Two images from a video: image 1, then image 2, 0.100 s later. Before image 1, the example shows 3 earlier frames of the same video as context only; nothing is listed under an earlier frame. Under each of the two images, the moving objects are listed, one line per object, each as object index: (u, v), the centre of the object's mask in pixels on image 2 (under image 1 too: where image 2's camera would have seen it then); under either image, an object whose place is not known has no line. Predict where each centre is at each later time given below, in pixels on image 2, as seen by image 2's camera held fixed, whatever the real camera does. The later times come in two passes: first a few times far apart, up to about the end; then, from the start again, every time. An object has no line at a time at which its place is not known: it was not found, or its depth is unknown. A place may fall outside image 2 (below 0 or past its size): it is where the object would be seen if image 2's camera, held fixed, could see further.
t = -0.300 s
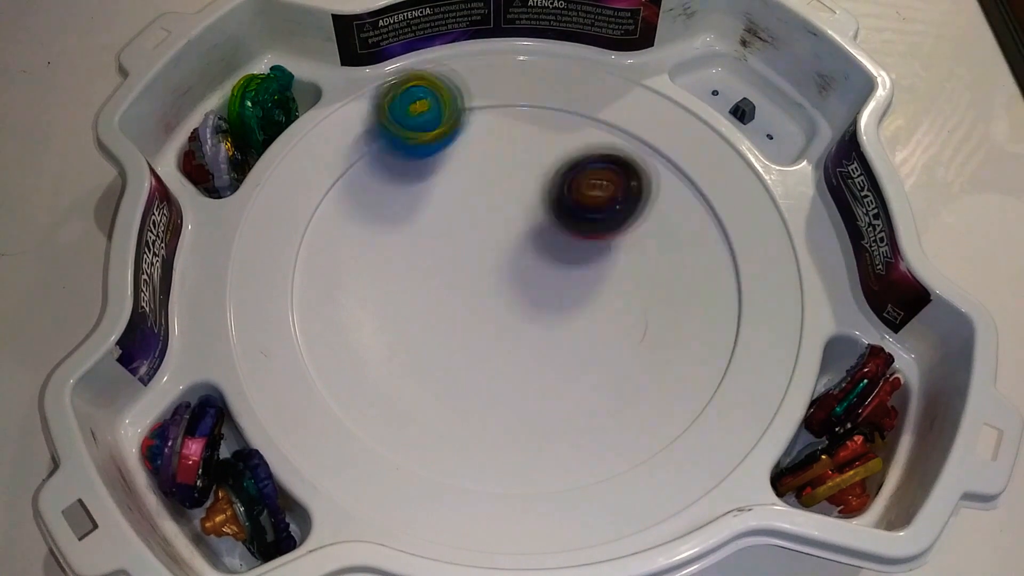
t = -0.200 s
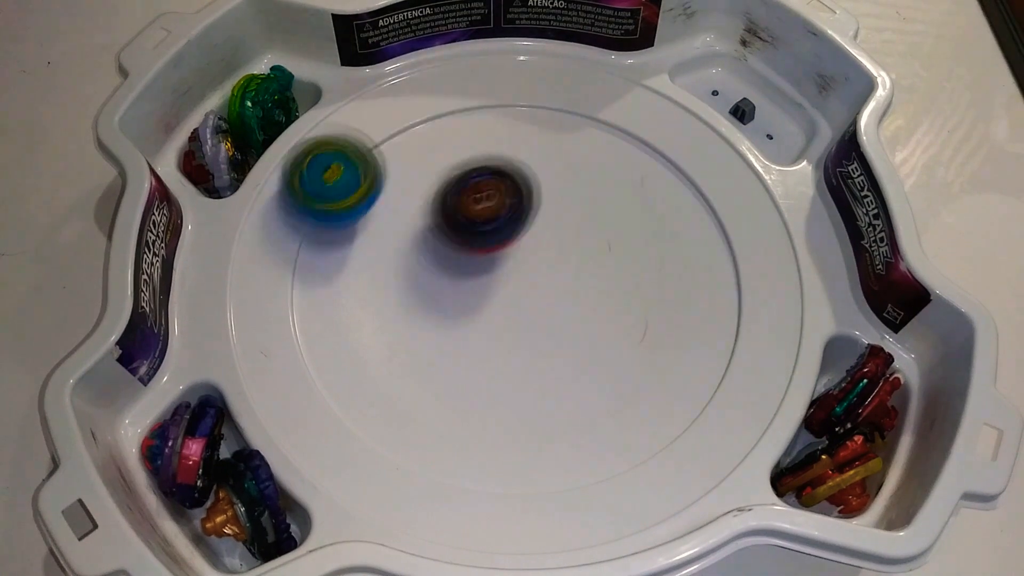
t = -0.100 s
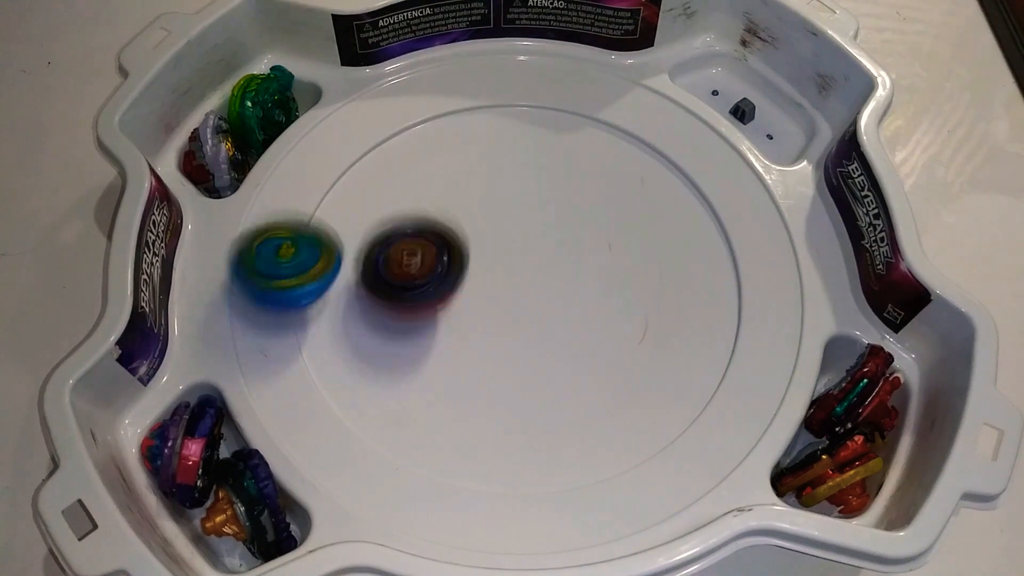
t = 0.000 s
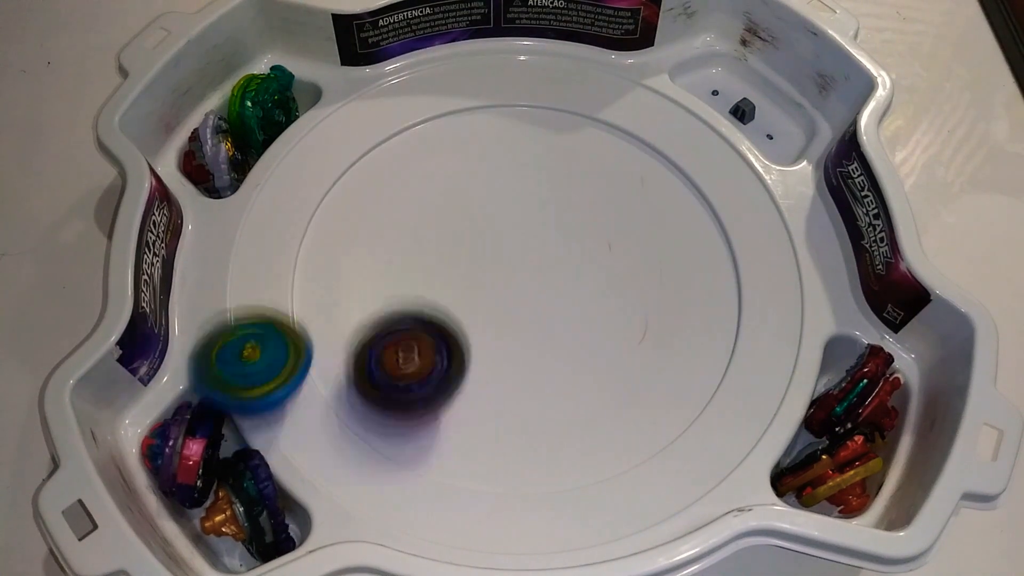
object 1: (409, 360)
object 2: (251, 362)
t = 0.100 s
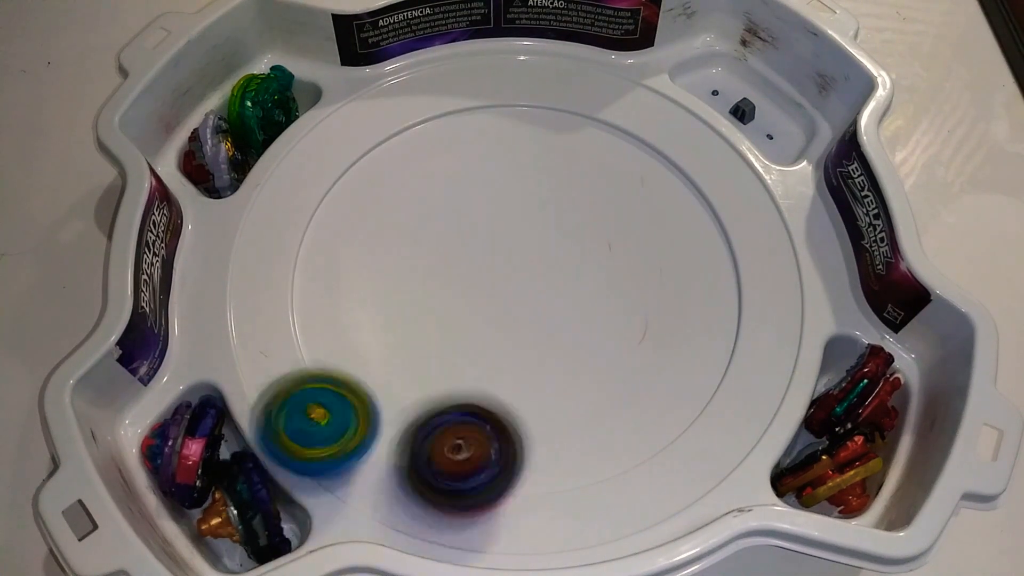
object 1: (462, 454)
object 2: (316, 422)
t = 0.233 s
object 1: (594, 407)
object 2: (445, 447)
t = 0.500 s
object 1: (674, 188)
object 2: (487, 288)
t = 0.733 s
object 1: (490, 113)
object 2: (396, 171)
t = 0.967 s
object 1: (515, 150)
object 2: (261, 300)
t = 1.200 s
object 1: (582, 263)
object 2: (425, 342)
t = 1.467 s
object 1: (739, 259)
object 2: (499, 278)
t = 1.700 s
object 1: (609, 261)
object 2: (495, 251)
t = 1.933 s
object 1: (561, 349)
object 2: (463, 232)
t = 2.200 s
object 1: (498, 408)
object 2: (516, 278)
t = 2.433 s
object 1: (452, 345)
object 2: (564, 259)
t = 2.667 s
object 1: (408, 264)
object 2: (534, 266)
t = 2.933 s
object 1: (354, 220)
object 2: (618, 276)
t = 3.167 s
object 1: (502, 231)
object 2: (575, 285)
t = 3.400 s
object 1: (551, 131)
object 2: (577, 390)
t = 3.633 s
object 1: (623, 134)
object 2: (520, 373)
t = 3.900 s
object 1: (686, 236)
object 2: (482, 301)
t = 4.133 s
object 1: (650, 351)
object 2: (511, 239)
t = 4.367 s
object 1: (520, 412)
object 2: (575, 218)
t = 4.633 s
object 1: (373, 359)
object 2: (600, 253)
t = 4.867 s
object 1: (338, 254)
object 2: (557, 307)
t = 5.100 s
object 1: (403, 172)
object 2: (482, 316)
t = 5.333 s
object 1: (517, 162)
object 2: (432, 269)
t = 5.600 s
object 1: (618, 240)
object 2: (441, 217)
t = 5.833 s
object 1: (620, 344)
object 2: (492, 234)
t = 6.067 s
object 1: (522, 404)
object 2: (529, 283)
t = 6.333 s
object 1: (382, 356)
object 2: (533, 330)
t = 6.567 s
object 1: (365, 261)
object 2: (524, 319)
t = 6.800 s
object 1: (446, 202)
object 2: (493, 290)
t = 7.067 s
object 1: (570, 202)
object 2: (493, 327)
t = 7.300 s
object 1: (630, 290)
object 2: (515, 319)
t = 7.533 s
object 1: (574, 378)
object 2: (504, 275)
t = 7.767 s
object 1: (440, 366)
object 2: (508, 259)
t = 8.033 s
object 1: (394, 257)
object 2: (504, 283)
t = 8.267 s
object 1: (461, 187)
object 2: (473, 308)
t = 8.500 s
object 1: (561, 201)
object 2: (461, 308)
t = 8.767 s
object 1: (605, 310)
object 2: (464, 308)
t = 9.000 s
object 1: (510, 380)
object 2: (462, 304)
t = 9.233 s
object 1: (398, 331)
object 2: (478, 299)
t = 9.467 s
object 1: (372, 234)
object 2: (493, 302)
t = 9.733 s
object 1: (446, 196)
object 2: (498, 307)
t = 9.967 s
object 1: (545, 216)
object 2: (496, 305)
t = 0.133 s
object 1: (499, 445)
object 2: (348, 433)
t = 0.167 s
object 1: (535, 433)
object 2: (380, 442)
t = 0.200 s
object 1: (567, 420)
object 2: (413, 448)
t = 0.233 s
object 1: (594, 407)
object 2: (445, 447)
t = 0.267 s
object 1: (616, 391)
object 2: (476, 438)
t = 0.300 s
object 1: (631, 370)
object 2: (505, 422)
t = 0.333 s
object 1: (638, 346)
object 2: (531, 403)
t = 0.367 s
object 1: (644, 317)
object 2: (542, 383)
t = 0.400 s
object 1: (664, 284)
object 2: (524, 360)
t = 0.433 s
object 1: (678, 248)
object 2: (509, 334)
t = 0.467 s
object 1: (681, 216)
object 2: (497, 310)
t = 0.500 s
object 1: (674, 188)
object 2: (487, 288)
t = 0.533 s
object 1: (659, 166)
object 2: (475, 268)
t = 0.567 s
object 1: (639, 148)
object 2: (464, 249)
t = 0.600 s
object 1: (615, 130)
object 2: (451, 230)
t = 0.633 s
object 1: (587, 120)
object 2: (438, 212)
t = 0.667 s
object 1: (557, 112)
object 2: (425, 197)
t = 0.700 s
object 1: (525, 110)
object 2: (411, 183)
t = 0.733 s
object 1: (490, 113)
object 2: (396, 171)
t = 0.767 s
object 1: (482, 111)
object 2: (355, 168)
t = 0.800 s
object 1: (493, 110)
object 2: (323, 181)
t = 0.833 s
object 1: (502, 115)
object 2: (297, 209)
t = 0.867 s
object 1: (509, 119)
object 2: (278, 233)
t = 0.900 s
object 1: (513, 127)
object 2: (267, 259)
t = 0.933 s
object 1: (515, 137)
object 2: (261, 280)
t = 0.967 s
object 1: (515, 150)
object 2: (261, 300)
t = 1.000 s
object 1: (517, 164)
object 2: (269, 313)
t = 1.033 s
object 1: (521, 181)
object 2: (285, 324)
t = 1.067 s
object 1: (529, 200)
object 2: (308, 329)
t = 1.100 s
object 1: (539, 218)
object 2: (335, 338)
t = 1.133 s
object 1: (552, 234)
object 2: (362, 341)
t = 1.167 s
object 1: (566, 250)
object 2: (396, 343)
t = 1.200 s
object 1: (582, 263)
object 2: (425, 342)
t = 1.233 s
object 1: (598, 273)
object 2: (453, 340)
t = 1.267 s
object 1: (614, 281)
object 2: (479, 336)
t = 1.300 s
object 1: (631, 283)
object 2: (506, 328)
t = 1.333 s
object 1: (646, 284)
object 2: (528, 321)
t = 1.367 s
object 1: (660, 282)
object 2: (551, 312)
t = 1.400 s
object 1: (703, 278)
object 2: (538, 302)
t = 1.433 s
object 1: (741, 270)
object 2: (517, 290)
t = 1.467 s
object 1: (739, 259)
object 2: (499, 278)
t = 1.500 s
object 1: (732, 257)
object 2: (485, 269)
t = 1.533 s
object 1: (717, 255)
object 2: (476, 260)
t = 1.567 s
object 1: (701, 253)
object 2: (472, 255)
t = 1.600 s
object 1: (680, 252)
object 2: (475, 253)
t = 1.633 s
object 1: (656, 254)
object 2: (480, 253)
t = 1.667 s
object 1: (632, 257)
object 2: (486, 252)
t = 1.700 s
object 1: (609, 261)
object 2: (495, 251)
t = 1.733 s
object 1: (602, 272)
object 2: (487, 244)
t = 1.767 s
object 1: (597, 282)
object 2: (479, 237)
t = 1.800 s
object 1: (590, 297)
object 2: (474, 233)
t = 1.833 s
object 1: (583, 310)
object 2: (470, 229)
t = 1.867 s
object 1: (576, 323)
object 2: (467, 228)
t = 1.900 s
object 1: (569, 337)
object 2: (465, 229)
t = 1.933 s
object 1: (561, 349)
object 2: (463, 232)
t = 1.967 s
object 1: (553, 362)
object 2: (463, 237)
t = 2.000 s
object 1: (545, 372)
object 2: (463, 243)
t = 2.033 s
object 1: (537, 383)
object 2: (467, 250)
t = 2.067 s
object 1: (529, 391)
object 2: (472, 257)
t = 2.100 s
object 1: (521, 399)
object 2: (480, 264)
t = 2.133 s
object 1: (514, 405)
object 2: (491, 269)
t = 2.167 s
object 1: (506, 407)
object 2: (504, 275)
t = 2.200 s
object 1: (498, 408)
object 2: (516, 278)
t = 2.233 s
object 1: (490, 405)
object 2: (528, 279)
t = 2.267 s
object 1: (484, 399)
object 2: (540, 279)
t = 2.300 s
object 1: (476, 389)
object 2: (549, 277)
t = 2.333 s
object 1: (470, 379)
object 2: (557, 272)
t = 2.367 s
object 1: (464, 366)
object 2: (561, 268)
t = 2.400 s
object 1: (458, 356)
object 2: (563, 263)
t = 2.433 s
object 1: (452, 345)
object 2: (564, 259)
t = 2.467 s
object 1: (447, 333)
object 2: (562, 257)
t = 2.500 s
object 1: (439, 321)
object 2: (559, 255)
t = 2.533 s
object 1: (435, 310)
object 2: (554, 255)
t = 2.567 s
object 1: (429, 298)
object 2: (547, 255)
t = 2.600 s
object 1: (423, 288)
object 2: (540, 256)
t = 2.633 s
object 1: (418, 277)
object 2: (533, 259)
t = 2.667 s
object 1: (408, 264)
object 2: (534, 266)
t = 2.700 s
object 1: (381, 255)
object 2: (548, 270)
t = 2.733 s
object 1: (358, 244)
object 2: (560, 274)
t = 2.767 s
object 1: (336, 234)
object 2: (573, 276)
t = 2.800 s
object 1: (319, 223)
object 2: (584, 278)
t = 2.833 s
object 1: (319, 217)
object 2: (596, 279)
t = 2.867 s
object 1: (327, 218)
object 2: (605, 279)
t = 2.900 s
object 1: (339, 219)
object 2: (614, 278)
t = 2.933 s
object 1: (354, 220)
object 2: (618, 276)
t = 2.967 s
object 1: (371, 222)
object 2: (620, 274)
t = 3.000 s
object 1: (391, 223)
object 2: (617, 273)
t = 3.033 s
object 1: (412, 226)
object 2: (613, 274)
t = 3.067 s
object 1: (435, 229)
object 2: (605, 274)
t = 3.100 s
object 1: (458, 230)
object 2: (597, 276)
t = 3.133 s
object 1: (482, 231)
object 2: (585, 278)
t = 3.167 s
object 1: (502, 231)
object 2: (575, 285)
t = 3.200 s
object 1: (508, 211)
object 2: (585, 315)
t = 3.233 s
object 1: (512, 194)
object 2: (587, 339)
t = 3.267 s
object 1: (517, 177)
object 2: (586, 359)
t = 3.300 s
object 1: (524, 163)
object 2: (586, 371)
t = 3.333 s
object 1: (532, 150)
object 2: (582, 379)
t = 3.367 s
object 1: (542, 139)
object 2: (581, 384)
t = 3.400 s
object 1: (551, 131)
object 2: (577, 390)
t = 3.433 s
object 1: (560, 125)
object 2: (571, 394)
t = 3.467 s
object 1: (571, 121)
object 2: (565, 395)
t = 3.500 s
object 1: (581, 119)
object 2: (560, 394)
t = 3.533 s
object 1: (591, 122)
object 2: (552, 389)
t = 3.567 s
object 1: (602, 123)
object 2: (541, 385)
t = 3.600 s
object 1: (612, 130)
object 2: (530, 379)
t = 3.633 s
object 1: (623, 134)
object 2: (520, 373)
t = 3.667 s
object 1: (634, 142)
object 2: (512, 367)
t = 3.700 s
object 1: (643, 155)
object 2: (504, 358)
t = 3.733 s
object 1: (654, 166)
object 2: (497, 350)
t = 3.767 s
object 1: (662, 179)
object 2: (491, 340)
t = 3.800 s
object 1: (671, 192)
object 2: (485, 330)
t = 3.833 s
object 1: (678, 204)
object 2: (484, 321)
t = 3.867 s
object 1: (682, 218)
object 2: (482, 310)
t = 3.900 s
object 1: (686, 236)
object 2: (482, 301)
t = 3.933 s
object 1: (687, 252)
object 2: (482, 291)
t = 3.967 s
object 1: (687, 268)
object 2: (484, 280)
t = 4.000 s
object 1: (685, 286)
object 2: (487, 272)
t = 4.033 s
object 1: (680, 303)
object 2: (492, 263)
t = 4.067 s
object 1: (672, 320)
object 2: (498, 254)
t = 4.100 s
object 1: (663, 337)
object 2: (503, 247)
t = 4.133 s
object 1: (650, 351)
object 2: (511, 239)
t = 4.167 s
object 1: (636, 365)
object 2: (518, 234)
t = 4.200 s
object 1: (621, 378)
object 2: (527, 229)
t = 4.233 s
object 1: (602, 388)
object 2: (537, 225)
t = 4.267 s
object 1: (583, 397)
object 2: (546, 221)
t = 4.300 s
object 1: (563, 404)
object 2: (556, 219)
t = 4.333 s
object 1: (541, 409)
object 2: (565, 219)
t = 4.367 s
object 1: (520, 412)
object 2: (575, 218)
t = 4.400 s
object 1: (499, 412)
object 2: (585, 219)
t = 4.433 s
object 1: (478, 409)
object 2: (592, 220)
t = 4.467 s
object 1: (457, 406)
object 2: (599, 223)
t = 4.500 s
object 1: (438, 399)
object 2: (601, 227)
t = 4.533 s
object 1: (419, 391)
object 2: (605, 231)
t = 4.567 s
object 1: (402, 381)
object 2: (603, 236)
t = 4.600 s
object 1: (386, 372)
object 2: (601, 244)
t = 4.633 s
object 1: (373, 359)
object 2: (600, 253)
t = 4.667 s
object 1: (361, 346)
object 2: (597, 262)
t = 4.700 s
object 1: (352, 332)
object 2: (593, 270)
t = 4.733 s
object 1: (345, 316)
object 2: (589, 278)
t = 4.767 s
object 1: (341, 300)
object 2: (581, 287)
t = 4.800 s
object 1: (338, 284)
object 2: (574, 296)
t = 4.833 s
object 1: (338, 266)
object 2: (567, 301)
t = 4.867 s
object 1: (338, 254)
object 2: (557, 307)
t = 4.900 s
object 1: (342, 238)
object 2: (548, 313)
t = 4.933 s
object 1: (349, 225)
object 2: (536, 317)
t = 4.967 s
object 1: (356, 211)
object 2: (525, 319)
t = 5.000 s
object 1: (366, 199)
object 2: (516, 320)
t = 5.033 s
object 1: (380, 188)
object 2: (503, 319)
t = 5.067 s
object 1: (390, 180)
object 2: (492, 318)
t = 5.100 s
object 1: (403, 172)
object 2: (482, 316)
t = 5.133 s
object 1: (420, 165)
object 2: (473, 311)
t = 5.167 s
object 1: (436, 161)
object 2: (463, 307)
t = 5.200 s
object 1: (452, 159)
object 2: (455, 300)
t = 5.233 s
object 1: (469, 158)
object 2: (446, 294)
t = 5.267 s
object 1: (484, 158)
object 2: (442, 287)
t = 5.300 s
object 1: (501, 160)
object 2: (436, 278)
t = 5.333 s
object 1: (517, 162)
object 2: (432, 269)
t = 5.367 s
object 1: (533, 167)
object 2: (428, 262)
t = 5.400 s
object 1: (548, 175)
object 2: (428, 253)
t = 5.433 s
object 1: (563, 183)
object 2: (428, 245)
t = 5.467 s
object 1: (576, 193)
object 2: (426, 236)
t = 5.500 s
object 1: (589, 203)
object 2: (429, 230)
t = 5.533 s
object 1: (600, 215)
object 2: (432, 224)
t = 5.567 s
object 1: (609, 227)
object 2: (435, 218)
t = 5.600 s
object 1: (618, 240)
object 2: (441, 217)
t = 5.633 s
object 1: (624, 255)
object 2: (444, 216)
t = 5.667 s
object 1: (629, 269)
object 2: (451, 215)
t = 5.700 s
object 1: (630, 285)
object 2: (460, 217)
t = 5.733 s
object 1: (631, 301)
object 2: (465, 220)
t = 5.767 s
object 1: (629, 316)
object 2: (474, 223)
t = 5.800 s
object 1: (625, 331)
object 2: (485, 227)
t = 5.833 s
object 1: (620, 344)
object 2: (492, 234)
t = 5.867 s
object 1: (612, 358)
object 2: (499, 238)
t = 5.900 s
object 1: (600, 370)
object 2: (508, 245)
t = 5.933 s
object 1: (587, 380)
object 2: (514, 252)
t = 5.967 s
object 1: (573, 389)
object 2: (519, 260)
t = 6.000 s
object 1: (556, 396)
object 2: (523, 268)
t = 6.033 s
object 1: (539, 402)
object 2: (527, 276)
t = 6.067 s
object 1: (522, 404)
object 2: (529, 283)
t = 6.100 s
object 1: (503, 405)
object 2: (530, 293)
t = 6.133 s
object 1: (485, 403)
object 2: (530, 302)
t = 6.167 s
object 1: (467, 397)
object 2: (530, 310)
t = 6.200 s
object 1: (449, 393)
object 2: (526, 318)
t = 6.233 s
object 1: (430, 389)
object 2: (526, 324)
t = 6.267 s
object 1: (410, 379)
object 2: (532, 325)
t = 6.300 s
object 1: (395, 368)
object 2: (534, 327)
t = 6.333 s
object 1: (382, 356)
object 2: (533, 330)
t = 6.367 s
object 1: (374, 345)
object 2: (536, 331)
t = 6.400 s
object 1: (367, 331)
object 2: (534, 330)
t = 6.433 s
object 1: (361, 317)
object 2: (533, 330)
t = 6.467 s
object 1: (359, 303)
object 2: (532, 328)
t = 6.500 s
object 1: (359, 288)
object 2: (530, 325)
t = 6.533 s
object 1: (361, 274)
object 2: (526, 322)
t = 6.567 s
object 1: (365, 261)
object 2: (524, 319)
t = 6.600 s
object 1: (370, 250)
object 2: (517, 315)
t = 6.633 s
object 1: (381, 237)
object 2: (514, 312)
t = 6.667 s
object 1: (392, 227)
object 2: (512, 309)
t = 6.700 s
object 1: (404, 220)
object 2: (504, 303)
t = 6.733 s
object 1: (418, 212)
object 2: (502, 299)
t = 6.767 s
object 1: (431, 206)
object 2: (500, 295)
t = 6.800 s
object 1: (446, 202)
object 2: (493, 290)
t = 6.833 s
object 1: (461, 196)
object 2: (490, 295)
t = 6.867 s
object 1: (476, 185)
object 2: (486, 301)
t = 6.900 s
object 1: (493, 180)
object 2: (485, 307)
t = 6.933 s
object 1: (510, 181)
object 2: (487, 311)
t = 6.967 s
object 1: (526, 184)
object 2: (486, 317)
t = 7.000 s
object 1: (541, 189)
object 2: (488, 321)
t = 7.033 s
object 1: (556, 194)
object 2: (490, 326)
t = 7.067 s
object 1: (570, 202)
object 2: (493, 327)
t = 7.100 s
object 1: (583, 212)
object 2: (495, 329)
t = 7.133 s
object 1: (596, 223)
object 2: (499, 330)
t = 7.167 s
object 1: (606, 235)
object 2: (501, 329)
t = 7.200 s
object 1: (616, 247)
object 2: (507, 330)
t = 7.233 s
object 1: (624, 261)
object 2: (508, 326)
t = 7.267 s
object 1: (627, 276)
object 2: (512, 323)
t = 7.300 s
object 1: (630, 290)
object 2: (515, 319)
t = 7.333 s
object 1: (630, 306)
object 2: (516, 316)
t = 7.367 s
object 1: (626, 321)
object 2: (518, 308)
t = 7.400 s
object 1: (624, 336)
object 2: (514, 301)
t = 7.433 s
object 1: (617, 349)
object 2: (510, 292)
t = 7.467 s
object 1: (605, 361)
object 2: (509, 286)
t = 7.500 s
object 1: (590, 369)
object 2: (505, 279)
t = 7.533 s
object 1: (574, 378)
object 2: (504, 275)
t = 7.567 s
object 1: (556, 382)
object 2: (500, 269)
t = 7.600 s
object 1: (536, 385)
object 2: (502, 264)
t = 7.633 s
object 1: (518, 386)
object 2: (502, 261)
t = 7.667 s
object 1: (497, 383)
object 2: (504, 257)
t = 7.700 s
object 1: (476, 379)
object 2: (507, 258)
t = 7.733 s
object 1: (459, 372)
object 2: (507, 259)
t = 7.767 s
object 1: (440, 366)
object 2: (508, 259)
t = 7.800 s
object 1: (427, 353)
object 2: (511, 258)
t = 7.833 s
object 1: (412, 340)
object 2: (513, 259)
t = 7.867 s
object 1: (405, 328)
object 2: (514, 261)
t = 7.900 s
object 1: (396, 313)
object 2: (514, 265)
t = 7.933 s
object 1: (393, 300)
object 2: (512, 270)
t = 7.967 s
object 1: (390, 285)
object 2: (511, 273)
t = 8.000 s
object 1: (391, 271)
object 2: (510, 277)
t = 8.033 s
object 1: (394, 257)
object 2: (504, 283)
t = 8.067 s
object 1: (398, 245)
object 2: (500, 284)
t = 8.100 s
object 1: (405, 231)
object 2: (497, 288)
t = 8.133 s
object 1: (411, 218)
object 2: (493, 295)
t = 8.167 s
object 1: (424, 207)
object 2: (488, 299)
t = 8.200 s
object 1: (433, 199)
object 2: (484, 302)
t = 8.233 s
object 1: (446, 191)
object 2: (480, 305)
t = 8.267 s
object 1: (461, 187)
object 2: (473, 308)
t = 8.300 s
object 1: (475, 182)
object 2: (469, 308)
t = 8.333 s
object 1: (490, 181)
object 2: (467, 308)
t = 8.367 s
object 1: (505, 179)
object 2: (464, 308)
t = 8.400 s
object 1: (519, 183)
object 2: (464, 309)
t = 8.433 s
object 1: (534, 186)
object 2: (463, 309)
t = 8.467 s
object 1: (549, 193)
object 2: (462, 308)
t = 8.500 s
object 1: (561, 201)
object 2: (461, 308)
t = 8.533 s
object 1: (576, 210)
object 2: (462, 308)
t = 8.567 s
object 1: (585, 223)
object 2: (463, 308)
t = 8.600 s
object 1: (595, 235)
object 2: (464, 308)
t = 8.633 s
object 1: (601, 249)
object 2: (464, 308)
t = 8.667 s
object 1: (606, 264)
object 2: (463, 307)
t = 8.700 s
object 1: (608, 280)
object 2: (463, 308)
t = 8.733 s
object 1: (608, 295)
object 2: (464, 308)
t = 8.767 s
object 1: (605, 310)
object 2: (464, 308)
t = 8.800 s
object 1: (597, 325)
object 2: (464, 308)
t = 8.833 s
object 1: (589, 339)
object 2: (464, 308)
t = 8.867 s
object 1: (576, 350)
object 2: (464, 308)
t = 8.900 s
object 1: (560, 362)
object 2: (463, 308)
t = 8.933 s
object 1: (546, 367)
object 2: (463, 308)
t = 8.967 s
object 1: (528, 376)
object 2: (464, 308)
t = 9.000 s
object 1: (510, 380)
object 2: (462, 304)
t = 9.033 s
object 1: (496, 381)
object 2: (463, 304)
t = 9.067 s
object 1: (476, 380)
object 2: (465, 304)
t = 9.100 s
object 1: (458, 376)
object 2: (469, 303)
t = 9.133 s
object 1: (442, 366)
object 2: (473, 302)
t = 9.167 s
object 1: (428, 356)
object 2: (476, 301)
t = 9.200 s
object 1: (410, 347)
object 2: (478, 299)
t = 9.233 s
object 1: (398, 331)
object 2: (478, 299)
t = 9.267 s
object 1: (390, 317)
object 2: (477, 298)
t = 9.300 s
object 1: (382, 303)
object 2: (478, 297)
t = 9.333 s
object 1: (375, 289)
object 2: (483, 297)
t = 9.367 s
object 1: (371, 275)
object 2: (487, 298)
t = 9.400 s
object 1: (369, 261)
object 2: (489, 300)
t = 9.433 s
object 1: (369, 247)
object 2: (491, 301)
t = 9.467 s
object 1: (372, 234)
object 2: (493, 302)
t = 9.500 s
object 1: (378, 226)
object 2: (496, 304)
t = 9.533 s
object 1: (384, 216)
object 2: (498, 307)
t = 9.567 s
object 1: (392, 208)
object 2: (500, 309)
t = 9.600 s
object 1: (399, 202)
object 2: (499, 310)
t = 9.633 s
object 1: (411, 198)
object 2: (499, 310)
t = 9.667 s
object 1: (421, 194)
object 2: (499, 309)
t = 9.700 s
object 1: (433, 195)
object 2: (499, 308)
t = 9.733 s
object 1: (446, 196)
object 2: (498, 307)
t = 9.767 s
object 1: (459, 197)
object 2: (497, 306)
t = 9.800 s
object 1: (472, 201)
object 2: (497, 305)
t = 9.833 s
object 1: (487, 203)
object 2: (496, 305)
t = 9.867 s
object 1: (501, 207)
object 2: (495, 304)
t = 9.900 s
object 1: (516, 210)
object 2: (495, 304)
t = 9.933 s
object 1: (531, 215)
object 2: (495, 305)
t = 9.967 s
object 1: (545, 216)
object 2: (496, 305)
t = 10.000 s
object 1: (559, 219)
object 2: (497, 306)
